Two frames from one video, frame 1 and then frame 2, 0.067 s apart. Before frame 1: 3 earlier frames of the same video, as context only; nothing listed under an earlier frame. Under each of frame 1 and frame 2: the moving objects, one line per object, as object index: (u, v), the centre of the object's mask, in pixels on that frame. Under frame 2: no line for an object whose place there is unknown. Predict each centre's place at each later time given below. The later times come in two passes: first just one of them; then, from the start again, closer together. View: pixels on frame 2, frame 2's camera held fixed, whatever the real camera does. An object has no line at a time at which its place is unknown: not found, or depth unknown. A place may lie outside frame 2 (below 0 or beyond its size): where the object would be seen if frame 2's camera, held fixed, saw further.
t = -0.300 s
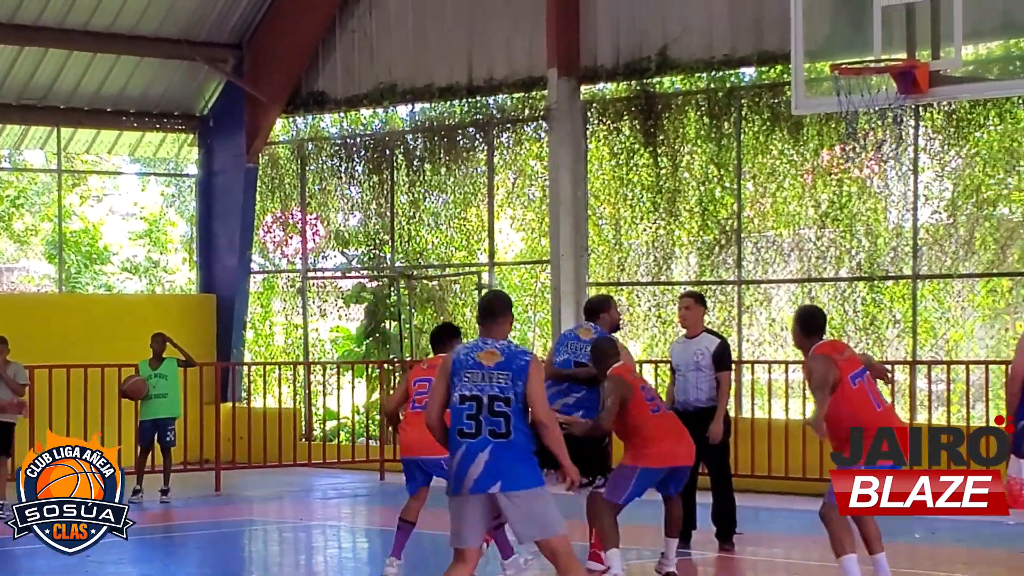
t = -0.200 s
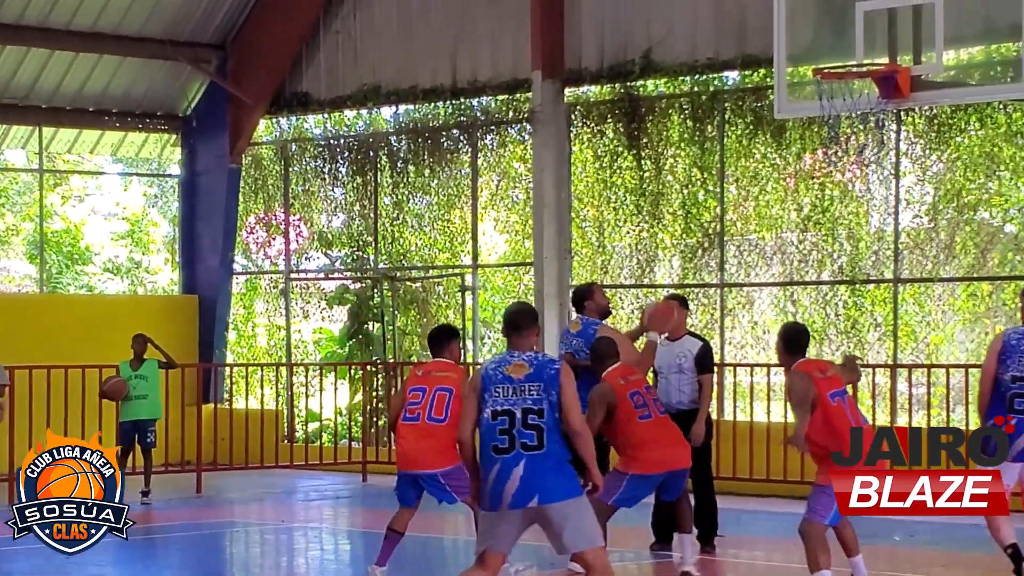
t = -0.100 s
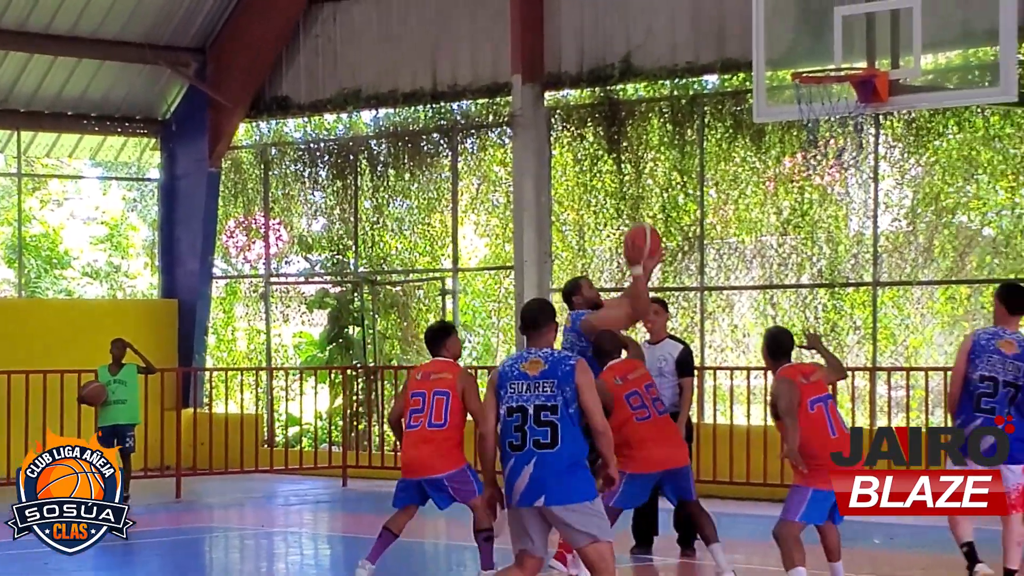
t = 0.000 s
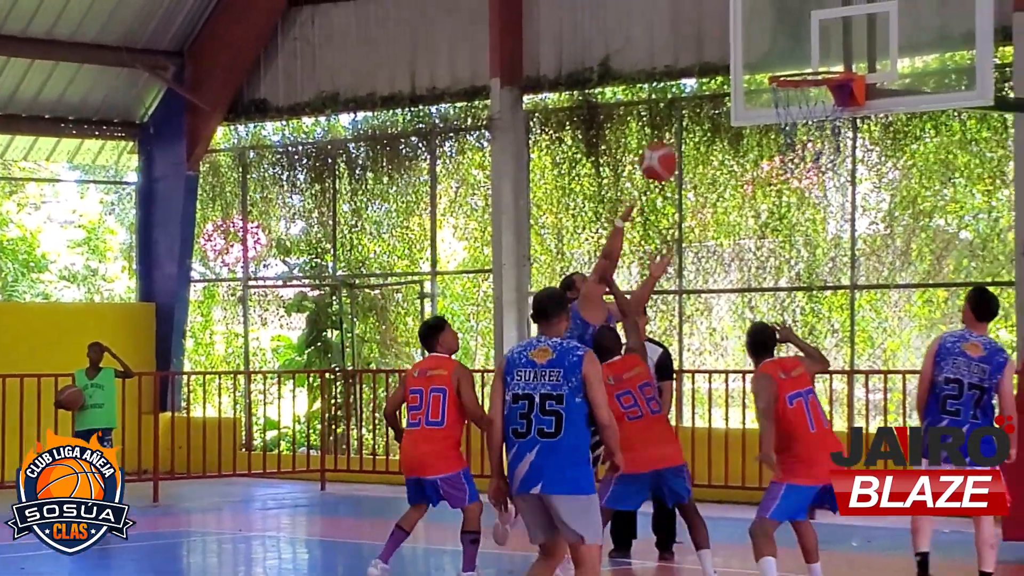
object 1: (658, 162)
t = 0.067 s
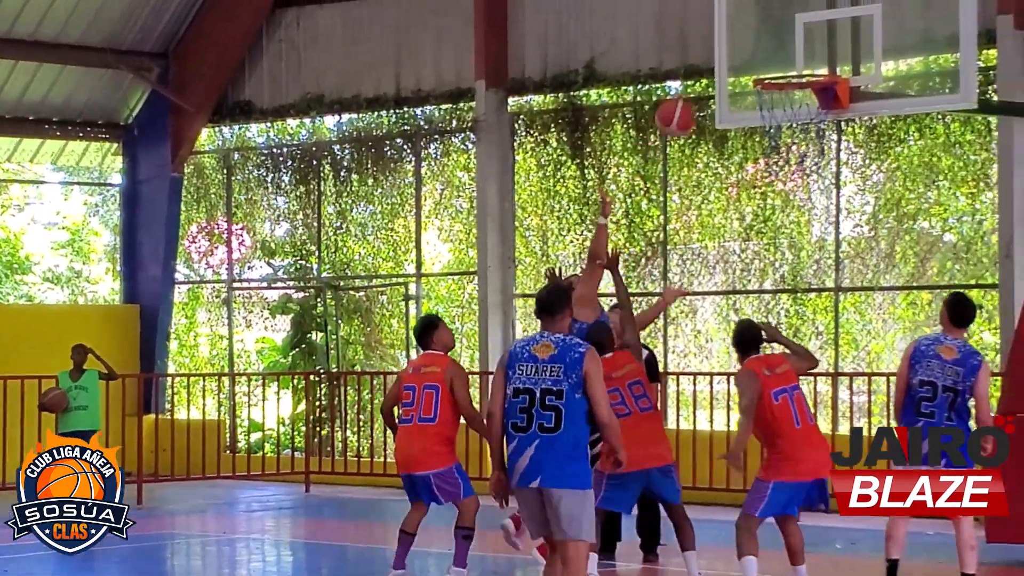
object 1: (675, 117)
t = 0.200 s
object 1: (743, 47)
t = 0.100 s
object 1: (693, 98)
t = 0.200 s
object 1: (743, 47)
